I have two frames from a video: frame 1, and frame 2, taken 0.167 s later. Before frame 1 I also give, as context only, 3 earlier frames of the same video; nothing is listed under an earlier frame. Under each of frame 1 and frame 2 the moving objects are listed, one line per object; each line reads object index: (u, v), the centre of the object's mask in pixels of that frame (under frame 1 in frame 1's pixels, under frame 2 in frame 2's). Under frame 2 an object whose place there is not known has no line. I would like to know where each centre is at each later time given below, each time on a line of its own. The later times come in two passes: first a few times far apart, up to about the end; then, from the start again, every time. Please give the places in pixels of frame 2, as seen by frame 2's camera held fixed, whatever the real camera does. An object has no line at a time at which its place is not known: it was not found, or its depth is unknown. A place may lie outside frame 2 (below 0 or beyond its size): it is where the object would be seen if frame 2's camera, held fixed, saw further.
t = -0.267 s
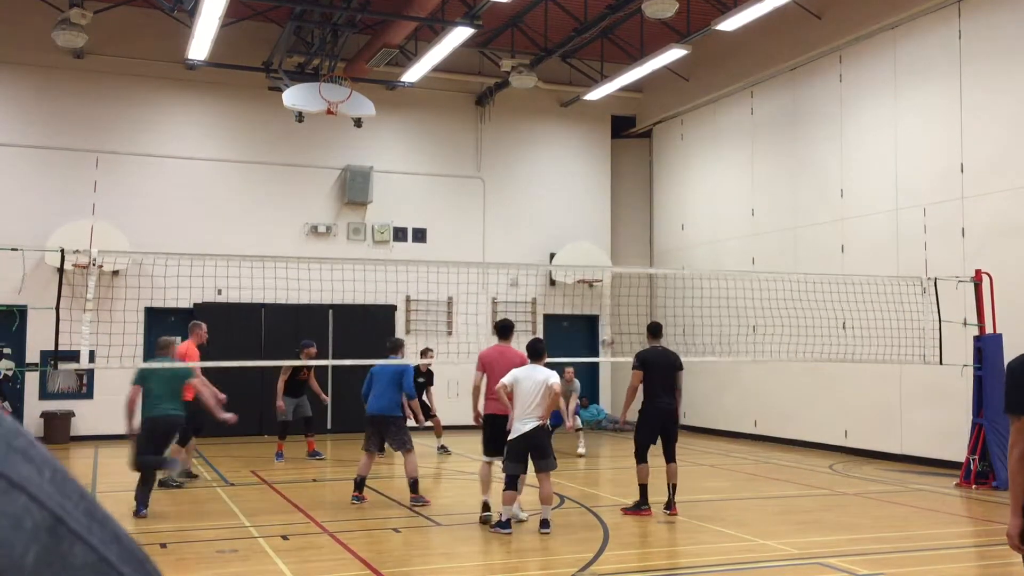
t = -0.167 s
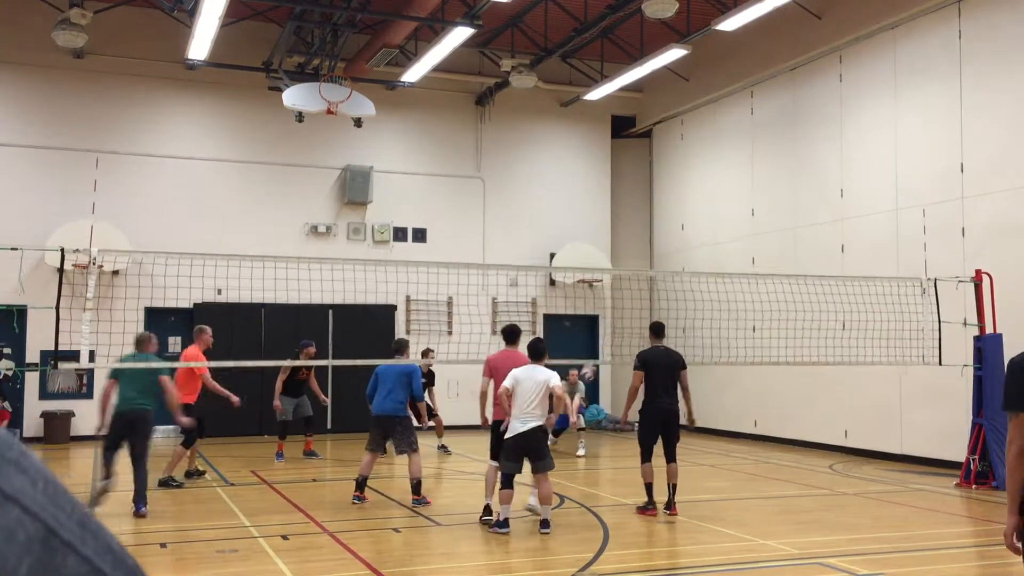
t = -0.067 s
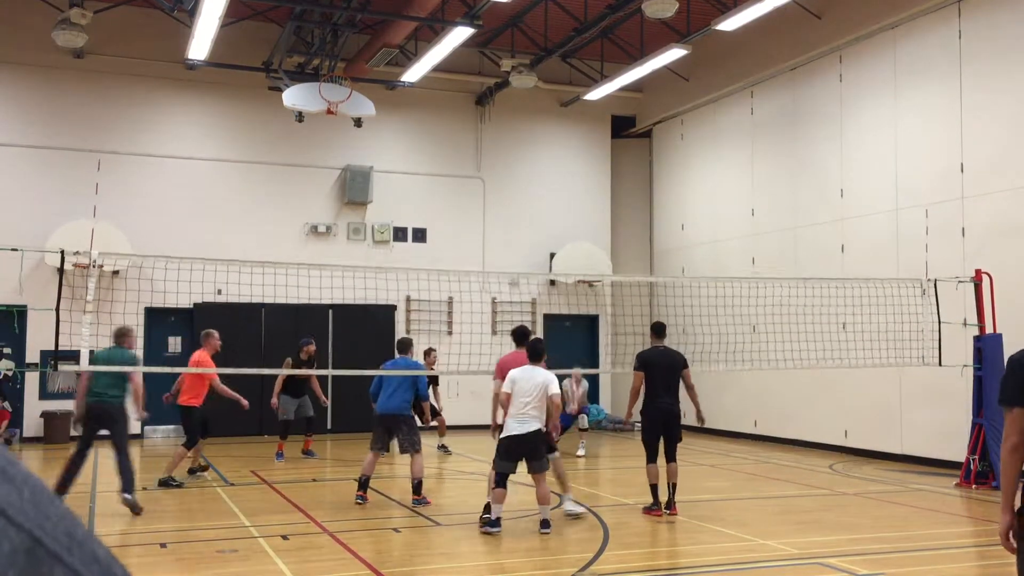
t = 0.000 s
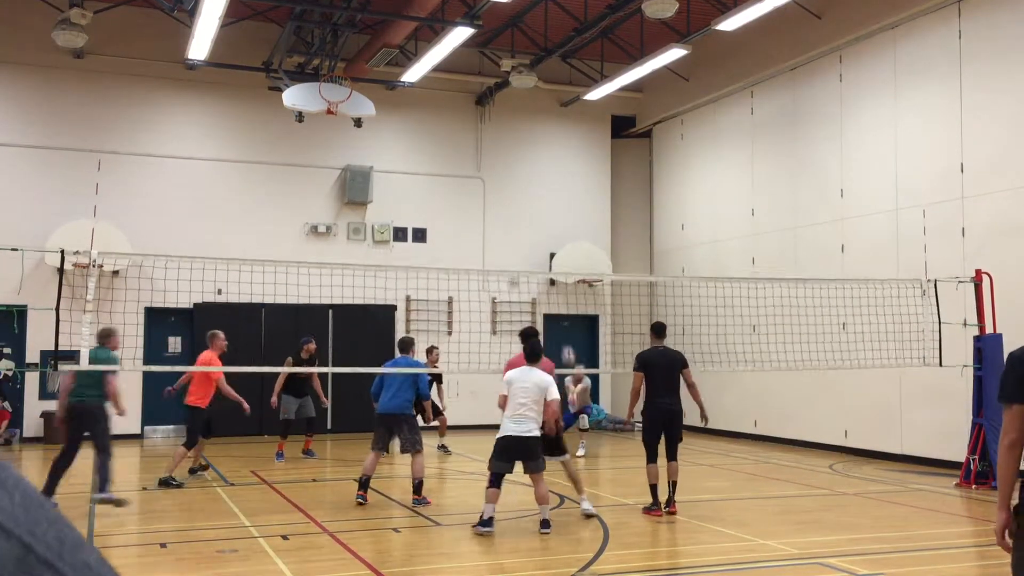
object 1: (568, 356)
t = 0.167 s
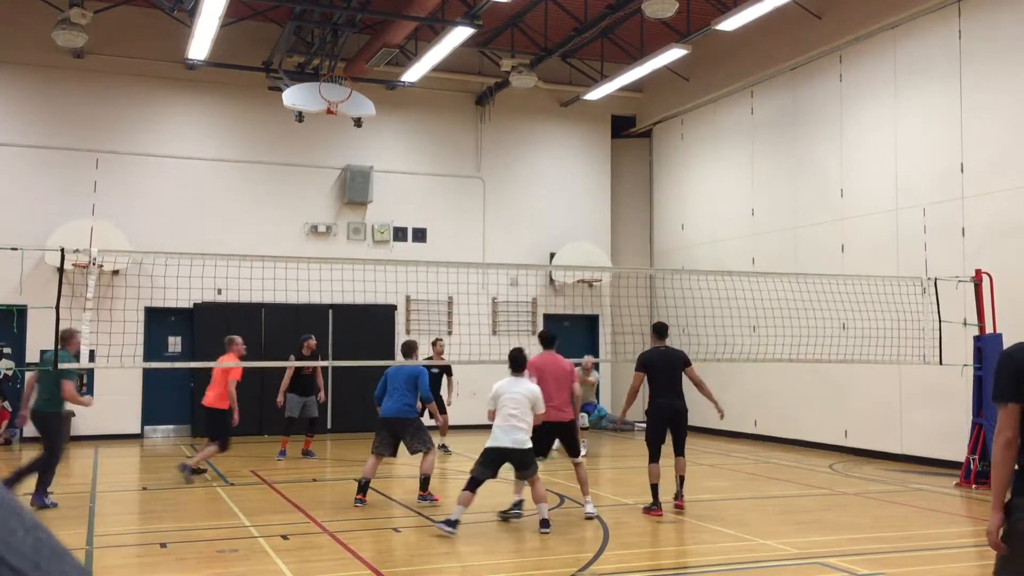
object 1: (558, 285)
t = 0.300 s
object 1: (548, 244)
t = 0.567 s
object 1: (529, 190)
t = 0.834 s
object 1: (510, 187)
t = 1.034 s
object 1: (494, 219)
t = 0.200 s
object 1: (556, 278)
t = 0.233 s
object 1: (552, 261)
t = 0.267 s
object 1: (550, 254)
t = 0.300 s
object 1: (548, 244)
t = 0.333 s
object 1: (546, 235)
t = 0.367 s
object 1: (543, 226)
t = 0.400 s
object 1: (541, 218)
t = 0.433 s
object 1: (539, 212)
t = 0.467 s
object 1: (537, 205)
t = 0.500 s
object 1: (534, 200)
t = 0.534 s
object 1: (531, 195)
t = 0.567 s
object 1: (529, 190)
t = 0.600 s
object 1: (526, 188)
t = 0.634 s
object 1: (524, 185)
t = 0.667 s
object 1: (522, 183)
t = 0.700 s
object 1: (519, 183)
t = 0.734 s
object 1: (517, 183)
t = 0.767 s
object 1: (515, 183)
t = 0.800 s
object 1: (512, 185)
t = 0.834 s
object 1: (510, 187)
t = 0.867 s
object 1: (507, 190)
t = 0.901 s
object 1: (504, 193)
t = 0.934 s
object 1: (501, 199)
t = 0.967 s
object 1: (498, 205)
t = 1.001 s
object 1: (496, 211)
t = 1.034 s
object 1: (494, 219)
